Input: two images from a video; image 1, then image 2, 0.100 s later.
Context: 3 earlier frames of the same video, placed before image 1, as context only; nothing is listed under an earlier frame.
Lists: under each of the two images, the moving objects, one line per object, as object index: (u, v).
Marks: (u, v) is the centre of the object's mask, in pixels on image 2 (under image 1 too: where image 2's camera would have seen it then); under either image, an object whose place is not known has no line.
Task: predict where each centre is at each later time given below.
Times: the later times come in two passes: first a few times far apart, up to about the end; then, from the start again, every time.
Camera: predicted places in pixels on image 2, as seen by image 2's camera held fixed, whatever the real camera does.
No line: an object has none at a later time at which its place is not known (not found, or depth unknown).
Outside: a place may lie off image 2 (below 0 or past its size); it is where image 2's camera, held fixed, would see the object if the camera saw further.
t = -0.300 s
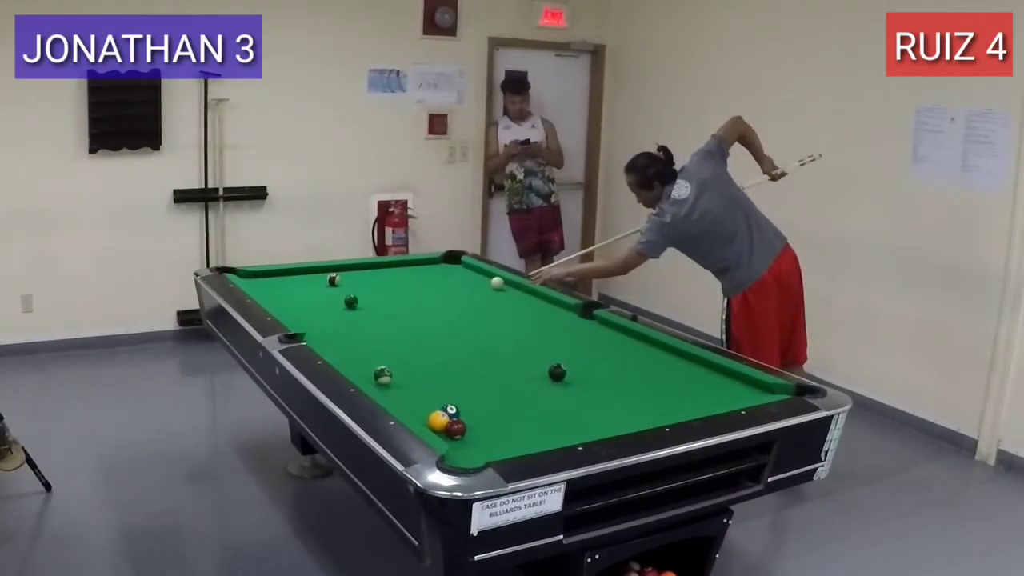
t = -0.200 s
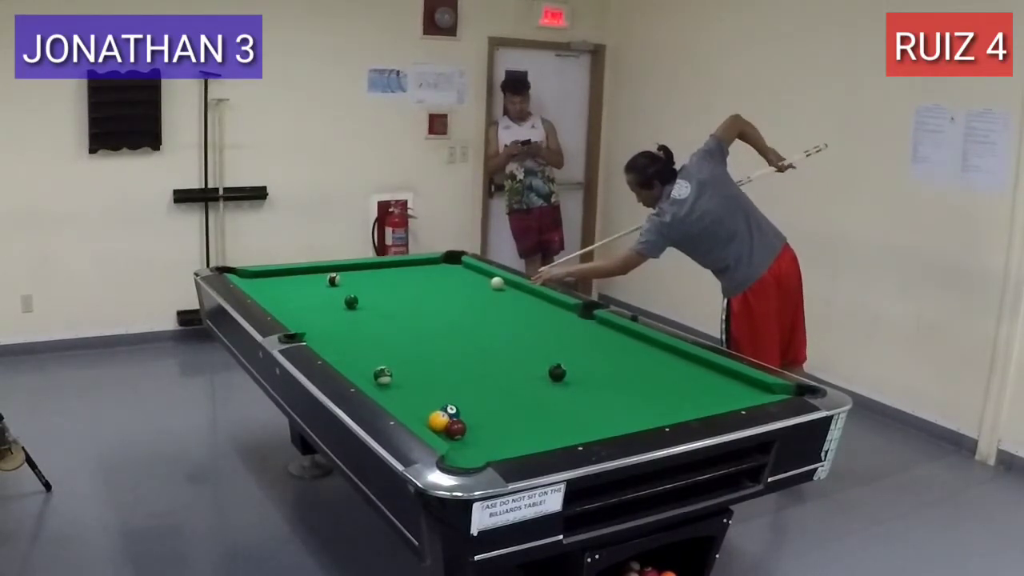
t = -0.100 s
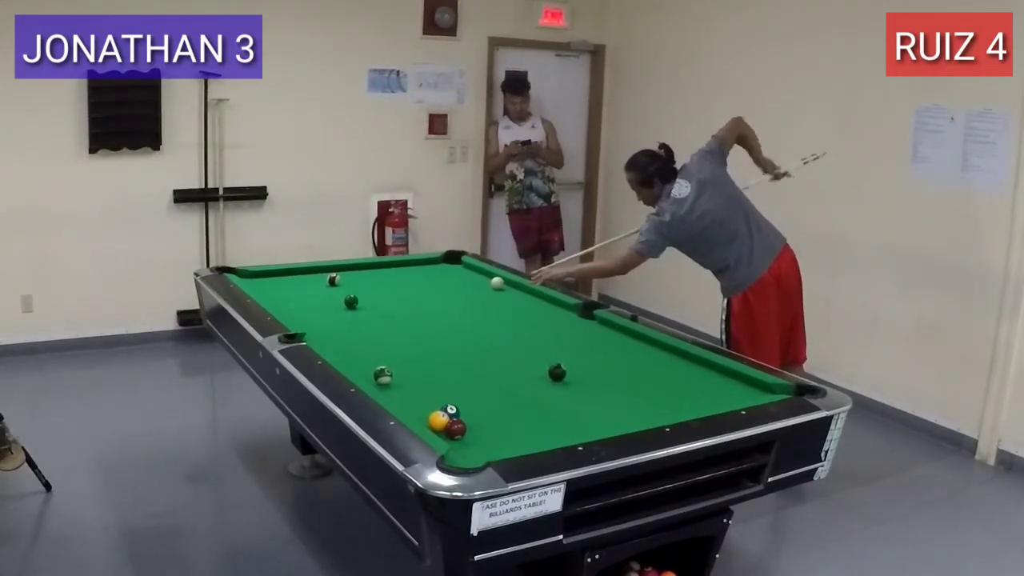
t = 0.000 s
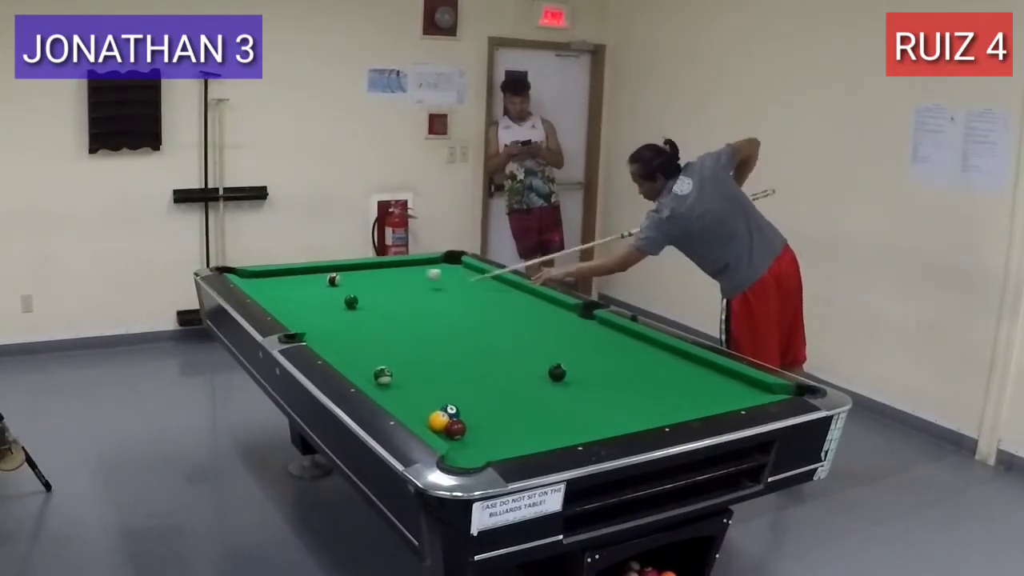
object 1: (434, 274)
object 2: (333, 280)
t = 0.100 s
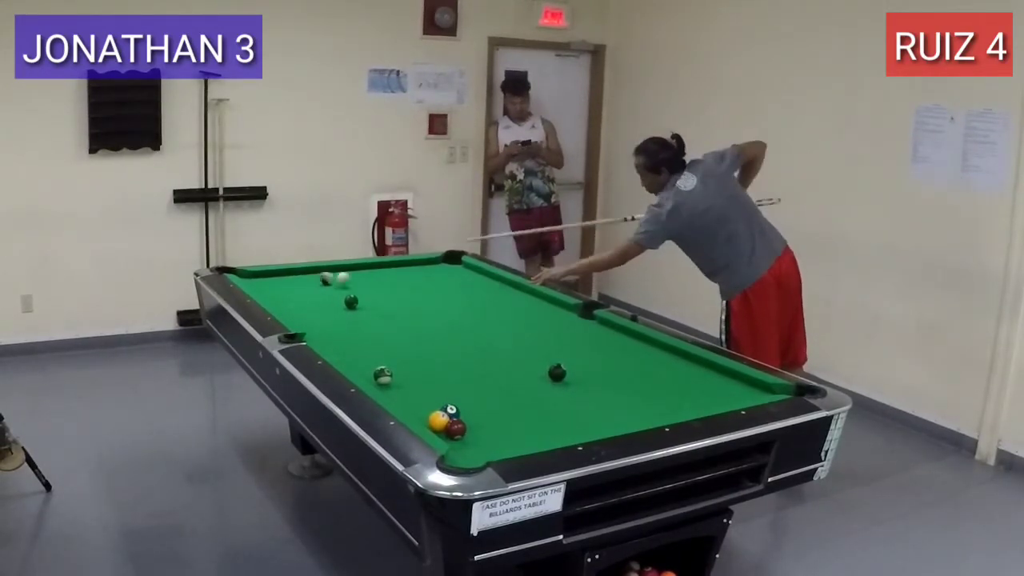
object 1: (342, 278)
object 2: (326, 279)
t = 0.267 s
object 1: (320, 290)
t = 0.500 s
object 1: (308, 301)
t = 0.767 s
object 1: (297, 315)
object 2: (433, 310)
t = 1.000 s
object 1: (308, 324)
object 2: (529, 324)
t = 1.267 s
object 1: (333, 331)
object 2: (646, 338)
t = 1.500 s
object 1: (354, 338)
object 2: (655, 360)
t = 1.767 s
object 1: (378, 345)
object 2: (666, 382)
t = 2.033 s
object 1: (401, 352)
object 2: (681, 407)
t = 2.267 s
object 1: (421, 358)
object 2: (657, 409)
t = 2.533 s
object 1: (443, 364)
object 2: (622, 401)
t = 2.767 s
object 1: (460, 369)
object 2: (596, 396)
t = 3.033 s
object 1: (479, 374)
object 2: (566, 389)
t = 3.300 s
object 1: (495, 379)
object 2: (542, 385)
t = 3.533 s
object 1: (508, 383)
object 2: (523, 379)
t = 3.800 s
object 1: (513, 387)
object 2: (511, 372)
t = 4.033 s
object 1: (517, 390)
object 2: (504, 371)
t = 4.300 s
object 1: (519, 392)
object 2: (495, 367)
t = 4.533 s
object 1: (522, 394)
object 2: (491, 363)
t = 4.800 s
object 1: (523, 395)
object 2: (487, 361)
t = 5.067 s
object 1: (524, 395)
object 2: (484, 360)
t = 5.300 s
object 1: (523, 395)
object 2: (483, 359)
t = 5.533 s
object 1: (523, 395)
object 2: (482, 358)
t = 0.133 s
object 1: (337, 282)
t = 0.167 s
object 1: (332, 284)
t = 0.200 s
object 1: (327, 286)
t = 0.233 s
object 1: (323, 288)
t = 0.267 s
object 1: (320, 290)
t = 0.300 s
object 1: (317, 292)
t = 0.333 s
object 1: (315, 294)
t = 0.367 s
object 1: (314, 295)
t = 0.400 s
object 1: (313, 297)
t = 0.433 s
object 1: (311, 299)
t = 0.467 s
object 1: (310, 300)
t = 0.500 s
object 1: (308, 301)
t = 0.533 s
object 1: (307, 303)
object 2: (343, 295)
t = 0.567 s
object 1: (306, 305)
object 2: (360, 297)
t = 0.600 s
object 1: (304, 307)
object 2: (369, 301)
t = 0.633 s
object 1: (303, 308)
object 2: (382, 302)
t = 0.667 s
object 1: (301, 310)
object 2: (395, 305)
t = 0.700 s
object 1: (300, 312)
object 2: (408, 306)
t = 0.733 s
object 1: (299, 313)
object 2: (421, 309)
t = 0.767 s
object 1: (297, 315)
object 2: (433, 310)
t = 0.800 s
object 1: (296, 316)
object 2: (447, 312)
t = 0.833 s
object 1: (295, 317)
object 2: (460, 314)
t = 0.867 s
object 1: (296, 318)
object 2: (475, 316)
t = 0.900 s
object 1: (299, 320)
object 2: (487, 319)
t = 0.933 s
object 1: (302, 321)
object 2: (501, 319)
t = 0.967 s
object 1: (305, 322)
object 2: (516, 323)
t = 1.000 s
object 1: (308, 324)
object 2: (529, 324)
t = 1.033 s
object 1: (311, 325)
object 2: (544, 326)
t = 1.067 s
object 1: (315, 326)
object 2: (558, 328)
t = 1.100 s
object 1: (318, 327)
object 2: (573, 329)
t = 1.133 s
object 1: (320, 328)
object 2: (587, 333)
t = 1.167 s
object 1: (324, 329)
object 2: (601, 334)
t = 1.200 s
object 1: (327, 329)
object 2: (618, 336)
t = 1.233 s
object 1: (329, 330)
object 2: (631, 338)
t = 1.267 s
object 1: (333, 331)
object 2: (646, 338)
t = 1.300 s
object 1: (336, 332)
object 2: (648, 343)
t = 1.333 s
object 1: (339, 333)
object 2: (648, 345)
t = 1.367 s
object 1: (342, 334)
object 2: (649, 347)
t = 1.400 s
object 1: (345, 335)
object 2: (650, 351)
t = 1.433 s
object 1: (348, 336)
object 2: (652, 353)
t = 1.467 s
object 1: (351, 337)
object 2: (654, 355)
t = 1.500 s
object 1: (354, 338)
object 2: (655, 360)
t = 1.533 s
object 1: (357, 339)
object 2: (656, 361)
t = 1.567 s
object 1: (360, 340)
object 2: (657, 364)
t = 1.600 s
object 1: (363, 341)
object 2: (658, 368)
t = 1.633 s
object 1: (366, 341)
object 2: (660, 370)
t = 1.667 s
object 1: (369, 342)
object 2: (662, 373)
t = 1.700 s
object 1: (372, 343)
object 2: (664, 376)
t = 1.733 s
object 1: (375, 344)
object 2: (665, 379)
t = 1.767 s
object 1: (378, 345)
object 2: (666, 382)
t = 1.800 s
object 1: (381, 346)
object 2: (668, 386)
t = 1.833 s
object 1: (384, 347)
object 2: (670, 388)
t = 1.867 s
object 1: (387, 348)
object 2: (672, 391)
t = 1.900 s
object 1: (390, 348)
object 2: (674, 396)
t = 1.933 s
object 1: (393, 349)
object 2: (675, 398)
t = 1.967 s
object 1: (395, 350)
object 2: (677, 401)
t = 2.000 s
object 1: (398, 351)
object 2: (678, 405)
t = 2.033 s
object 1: (401, 352)
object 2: (681, 407)
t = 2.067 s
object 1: (404, 353)
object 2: (682, 409)
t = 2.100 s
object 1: (407, 354)
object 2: (683, 410)
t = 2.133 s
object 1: (410, 355)
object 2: (677, 410)
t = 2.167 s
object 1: (413, 356)
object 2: (671, 410)
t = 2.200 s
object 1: (416, 356)
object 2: (667, 410)
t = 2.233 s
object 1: (418, 357)
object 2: (661, 409)
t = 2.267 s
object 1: (421, 358)
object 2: (657, 409)
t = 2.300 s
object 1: (424, 359)
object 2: (653, 409)
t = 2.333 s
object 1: (426, 360)
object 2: (649, 407)
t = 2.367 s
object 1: (429, 361)
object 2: (644, 406)
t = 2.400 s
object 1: (432, 361)
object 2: (640, 406)
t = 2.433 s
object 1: (435, 362)
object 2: (636, 405)
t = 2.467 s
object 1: (437, 363)
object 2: (631, 403)
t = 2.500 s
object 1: (440, 364)
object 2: (627, 402)
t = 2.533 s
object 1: (443, 364)
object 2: (622, 401)
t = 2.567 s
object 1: (445, 365)
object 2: (618, 401)
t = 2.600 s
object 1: (448, 366)
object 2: (614, 400)
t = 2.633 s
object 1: (450, 367)
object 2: (610, 400)
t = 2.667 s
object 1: (453, 367)
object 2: (607, 399)
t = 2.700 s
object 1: (455, 368)
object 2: (603, 398)
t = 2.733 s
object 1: (458, 368)
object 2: (599, 397)
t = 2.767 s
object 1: (460, 369)
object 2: (596, 396)
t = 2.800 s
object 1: (463, 370)
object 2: (592, 395)
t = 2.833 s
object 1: (465, 371)
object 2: (588, 394)
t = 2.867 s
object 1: (467, 371)
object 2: (584, 393)
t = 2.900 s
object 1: (469, 372)
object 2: (580, 392)
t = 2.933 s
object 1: (472, 372)
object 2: (577, 392)
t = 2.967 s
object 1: (474, 373)
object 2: (573, 390)
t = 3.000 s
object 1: (477, 374)
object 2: (569, 390)
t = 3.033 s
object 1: (479, 374)
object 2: (566, 389)
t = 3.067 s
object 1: (481, 375)
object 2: (563, 389)
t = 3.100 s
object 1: (483, 376)
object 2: (560, 388)
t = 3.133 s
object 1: (485, 376)
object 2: (557, 388)
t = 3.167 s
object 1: (487, 377)
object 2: (554, 387)
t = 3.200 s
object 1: (489, 377)
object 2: (551, 386)
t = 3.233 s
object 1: (491, 378)
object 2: (548, 385)
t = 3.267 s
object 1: (493, 379)
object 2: (545, 385)
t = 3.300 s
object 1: (495, 379)
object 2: (542, 385)
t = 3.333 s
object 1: (497, 380)
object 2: (539, 384)
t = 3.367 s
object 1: (499, 380)
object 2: (536, 383)
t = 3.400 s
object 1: (501, 380)
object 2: (533, 382)
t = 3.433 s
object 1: (503, 381)
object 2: (530, 382)
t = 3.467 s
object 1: (504, 382)
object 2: (527, 381)
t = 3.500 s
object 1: (506, 382)
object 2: (525, 380)
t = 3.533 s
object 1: (508, 383)
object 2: (523, 379)
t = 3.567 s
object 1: (508, 383)
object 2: (523, 378)
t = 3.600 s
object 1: (509, 384)
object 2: (521, 377)
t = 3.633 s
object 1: (510, 384)
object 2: (519, 375)
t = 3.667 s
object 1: (510, 385)
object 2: (518, 374)
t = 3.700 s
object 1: (511, 385)
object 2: (516, 374)
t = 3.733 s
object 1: (512, 386)
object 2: (514, 373)
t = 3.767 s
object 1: (513, 386)
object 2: (512, 372)
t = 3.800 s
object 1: (513, 387)
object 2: (511, 372)
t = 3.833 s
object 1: (514, 387)
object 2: (509, 372)
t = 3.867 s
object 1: (514, 388)
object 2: (508, 373)
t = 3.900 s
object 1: (515, 388)
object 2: (507, 372)
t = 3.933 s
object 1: (515, 388)
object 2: (506, 372)
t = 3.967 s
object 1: (516, 389)
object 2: (505, 372)
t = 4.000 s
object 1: (516, 389)
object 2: (504, 372)
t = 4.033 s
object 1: (517, 390)
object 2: (504, 371)
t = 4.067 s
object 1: (517, 390)
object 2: (502, 369)
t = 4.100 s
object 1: (517, 391)
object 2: (500, 370)
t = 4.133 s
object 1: (518, 391)
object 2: (499, 369)
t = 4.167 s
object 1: (518, 391)
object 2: (498, 368)
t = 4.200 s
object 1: (519, 391)
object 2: (497, 369)
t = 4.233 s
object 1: (519, 392)
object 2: (497, 368)
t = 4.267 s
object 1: (519, 392)
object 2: (496, 367)
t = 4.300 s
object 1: (519, 392)
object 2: (495, 367)
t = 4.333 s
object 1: (520, 393)
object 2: (495, 366)
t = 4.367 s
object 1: (520, 393)
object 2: (494, 365)
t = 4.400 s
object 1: (521, 393)
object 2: (493, 365)
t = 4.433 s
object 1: (521, 394)
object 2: (493, 364)
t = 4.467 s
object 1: (521, 394)
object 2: (492, 364)
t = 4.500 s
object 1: (522, 394)
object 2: (492, 364)
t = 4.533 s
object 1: (522, 394)
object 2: (491, 363)
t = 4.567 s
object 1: (522, 395)
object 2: (490, 363)
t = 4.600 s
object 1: (522, 395)
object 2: (490, 363)
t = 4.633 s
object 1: (522, 395)
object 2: (489, 362)
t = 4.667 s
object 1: (523, 395)
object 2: (488, 362)
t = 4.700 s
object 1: (523, 395)
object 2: (488, 361)
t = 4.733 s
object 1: (523, 395)
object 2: (487, 361)
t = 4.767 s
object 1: (523, 395)
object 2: (487, 361)
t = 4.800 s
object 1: (523, 395)
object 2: (487, 361)
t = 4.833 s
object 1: (523, 395)
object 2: (486, 361)
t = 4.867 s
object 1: (524, 395)
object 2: (486, 361)
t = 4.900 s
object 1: (524, 395)
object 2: (486, 360)
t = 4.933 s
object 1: (524, 395)
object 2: (485, 360)
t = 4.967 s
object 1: (524, 395)
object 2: (485, 360)
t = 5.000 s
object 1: (524, 395)
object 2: (485, 360)
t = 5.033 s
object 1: (524, 395)
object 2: (484, 360)
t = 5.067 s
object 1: (524, 395)
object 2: (484, 360)
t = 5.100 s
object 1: (524, 395)
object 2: (484, 360)
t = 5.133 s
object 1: (523, 395)
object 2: (484, 360)
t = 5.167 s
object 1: (523, 395)
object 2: (484, 359)
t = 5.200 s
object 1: (523, 395)
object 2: (483, 359)
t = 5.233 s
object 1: (523, 395)
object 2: (483, 359)
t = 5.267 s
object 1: (523, 395)
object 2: (483, 359)
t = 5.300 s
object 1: (523, 395)
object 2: (483, 359)
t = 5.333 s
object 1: (523, 395)
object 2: (483, 359)
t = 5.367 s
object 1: (524, 395)
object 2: (483, 358)
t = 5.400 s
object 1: (523, 395)
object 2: (483, 359)
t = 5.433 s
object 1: (523, 395)
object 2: (482, 358)
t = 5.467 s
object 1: (524, 395)
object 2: (482, 358)
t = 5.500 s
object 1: (524, 395)
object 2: (482, 358)
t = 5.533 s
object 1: (523, 395)
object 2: (482, 358)
